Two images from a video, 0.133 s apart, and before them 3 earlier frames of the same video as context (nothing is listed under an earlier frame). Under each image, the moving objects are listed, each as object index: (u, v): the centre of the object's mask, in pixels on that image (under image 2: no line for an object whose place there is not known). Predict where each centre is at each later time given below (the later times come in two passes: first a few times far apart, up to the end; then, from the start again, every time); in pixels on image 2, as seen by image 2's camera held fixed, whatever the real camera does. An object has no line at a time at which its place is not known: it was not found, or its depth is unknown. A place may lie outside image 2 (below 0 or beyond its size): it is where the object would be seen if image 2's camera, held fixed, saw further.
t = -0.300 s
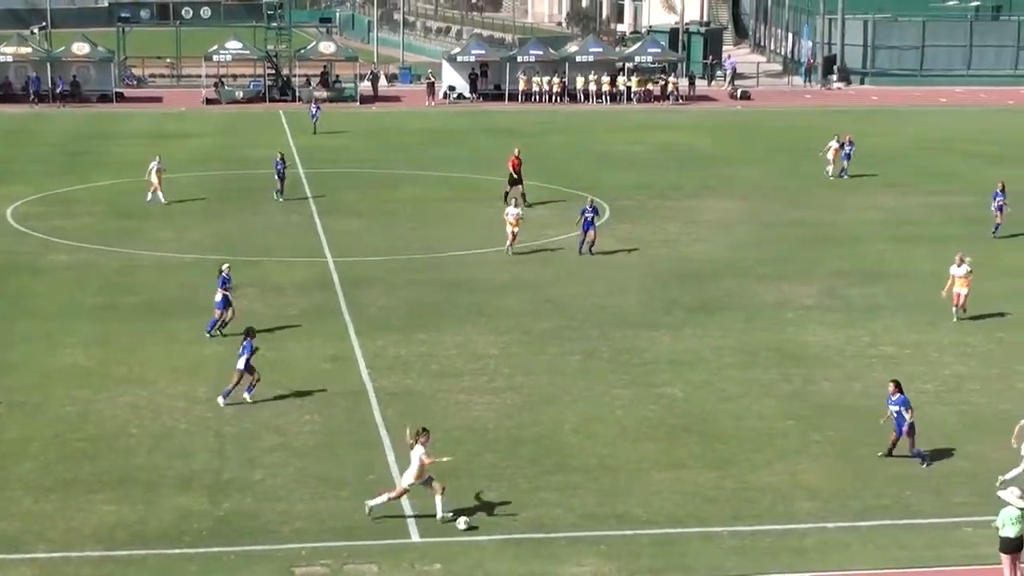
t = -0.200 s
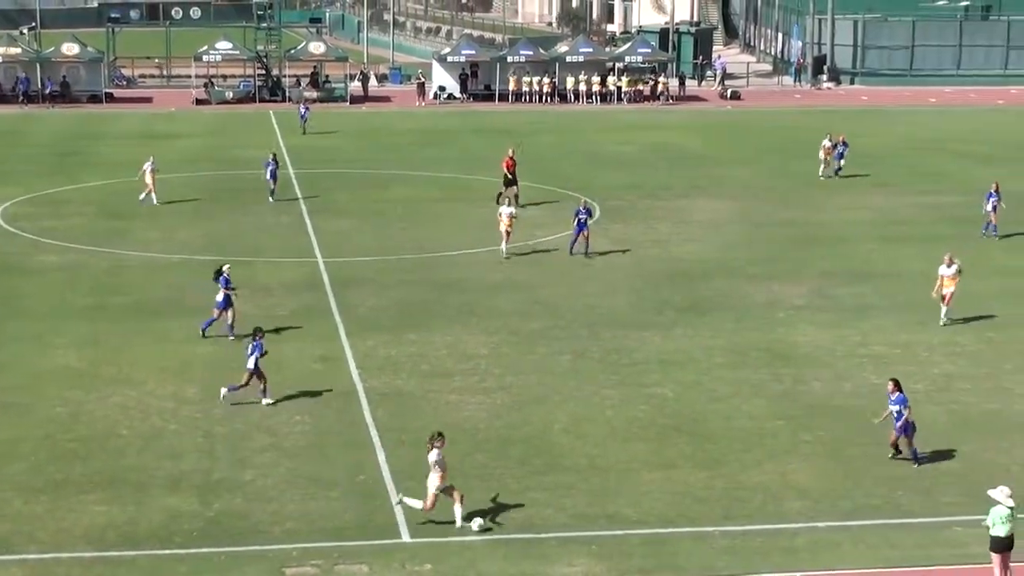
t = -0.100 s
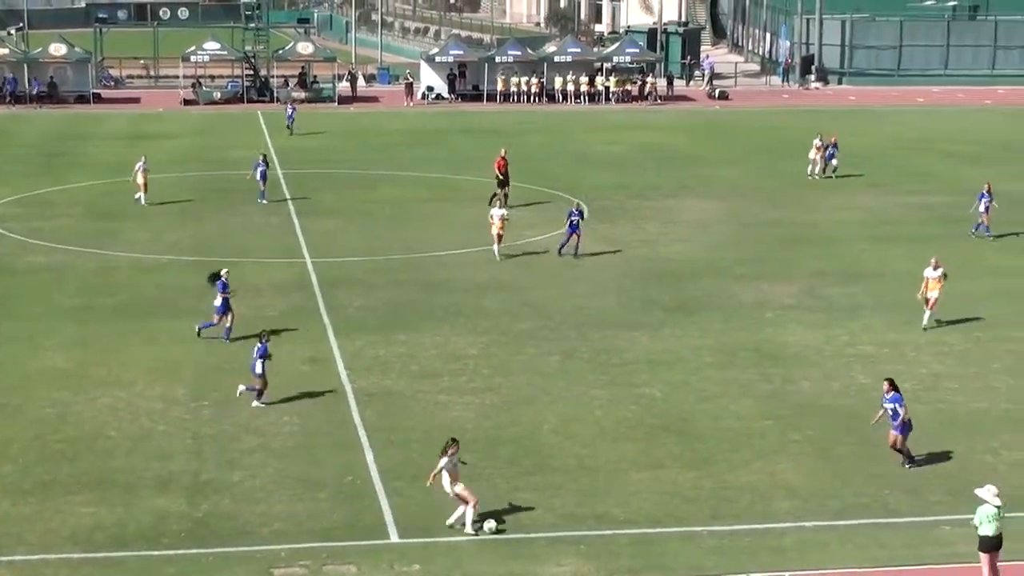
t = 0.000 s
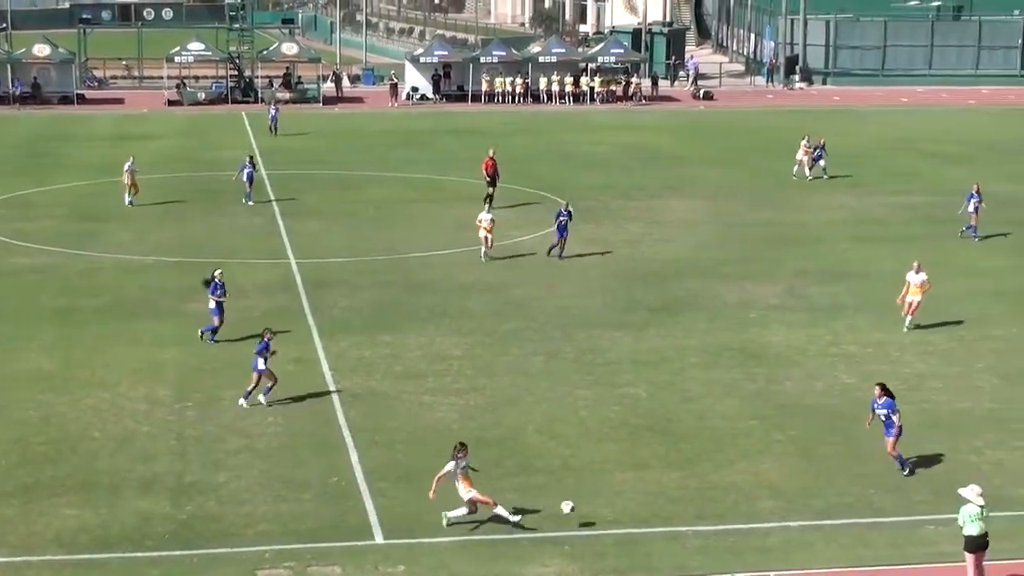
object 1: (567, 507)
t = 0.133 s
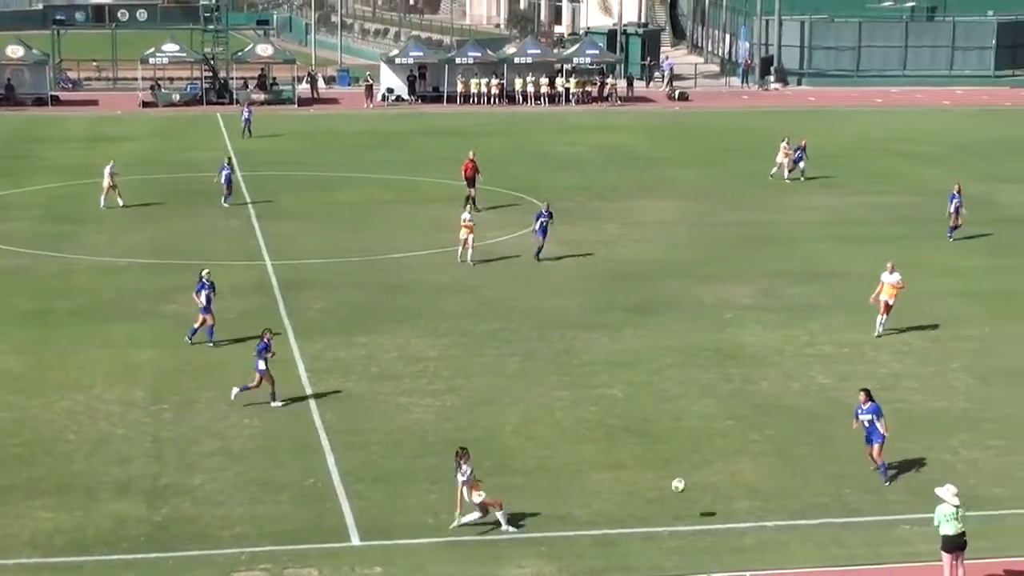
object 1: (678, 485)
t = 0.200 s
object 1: (743, 478)
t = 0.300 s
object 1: (837, 472)
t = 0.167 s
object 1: (710, 482)
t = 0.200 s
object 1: (743, 478)
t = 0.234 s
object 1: (775, 475)
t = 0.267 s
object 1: (806, 473)
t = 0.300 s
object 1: (837, 472)
